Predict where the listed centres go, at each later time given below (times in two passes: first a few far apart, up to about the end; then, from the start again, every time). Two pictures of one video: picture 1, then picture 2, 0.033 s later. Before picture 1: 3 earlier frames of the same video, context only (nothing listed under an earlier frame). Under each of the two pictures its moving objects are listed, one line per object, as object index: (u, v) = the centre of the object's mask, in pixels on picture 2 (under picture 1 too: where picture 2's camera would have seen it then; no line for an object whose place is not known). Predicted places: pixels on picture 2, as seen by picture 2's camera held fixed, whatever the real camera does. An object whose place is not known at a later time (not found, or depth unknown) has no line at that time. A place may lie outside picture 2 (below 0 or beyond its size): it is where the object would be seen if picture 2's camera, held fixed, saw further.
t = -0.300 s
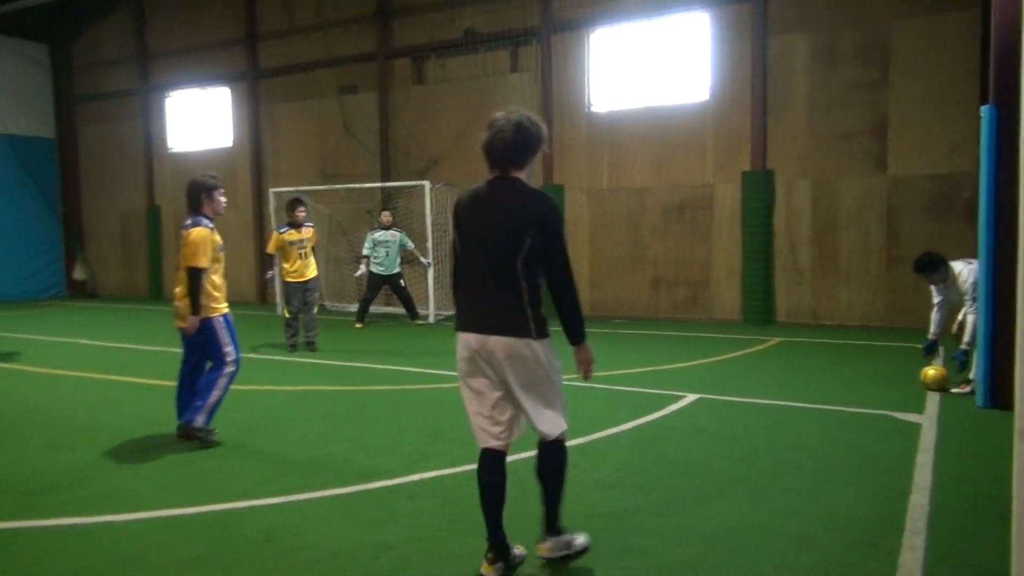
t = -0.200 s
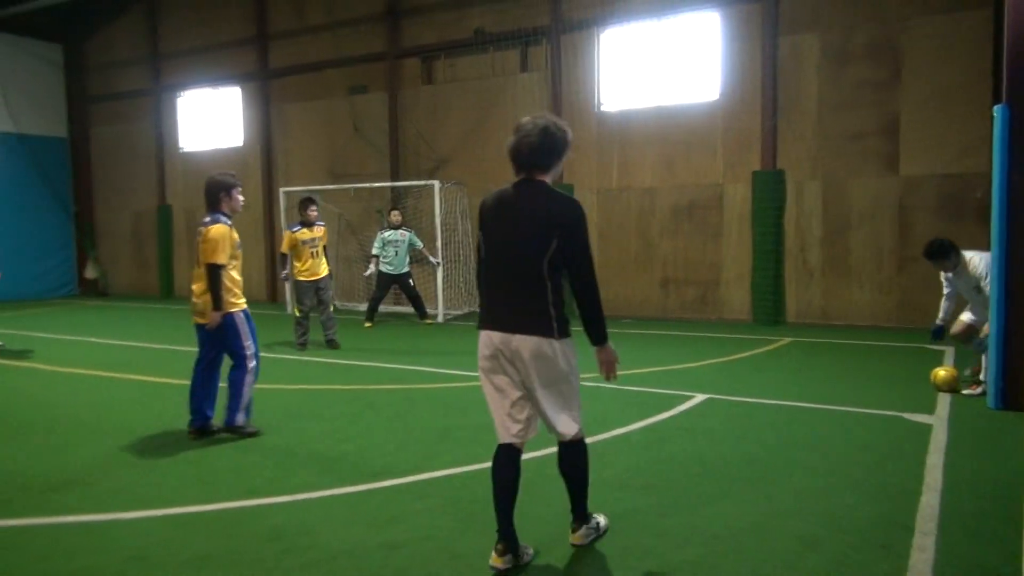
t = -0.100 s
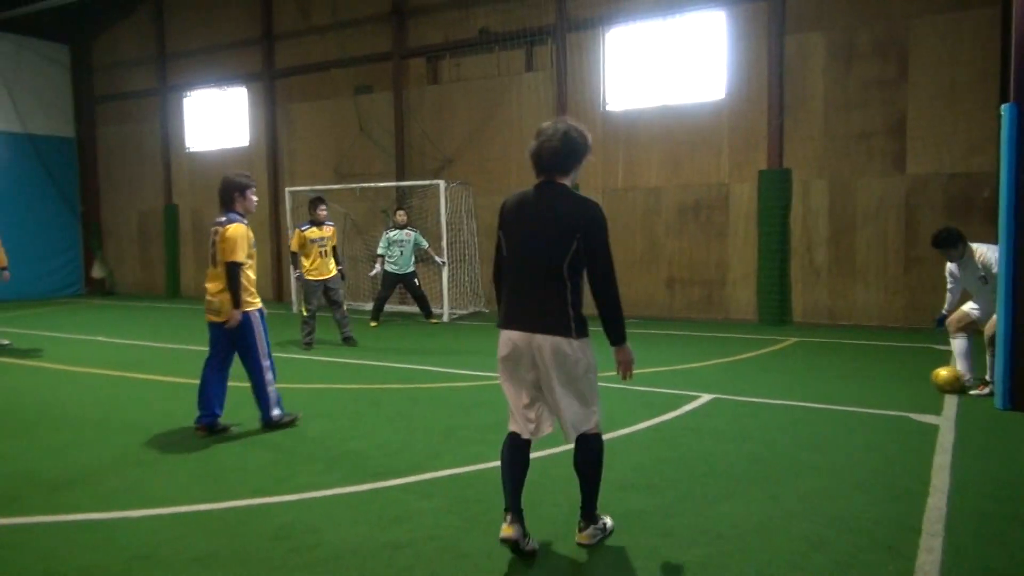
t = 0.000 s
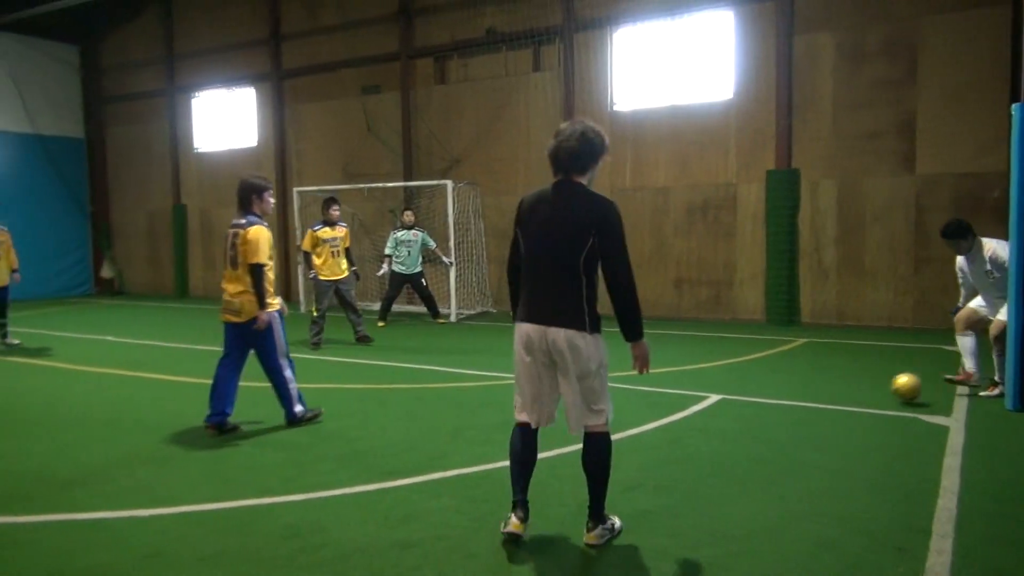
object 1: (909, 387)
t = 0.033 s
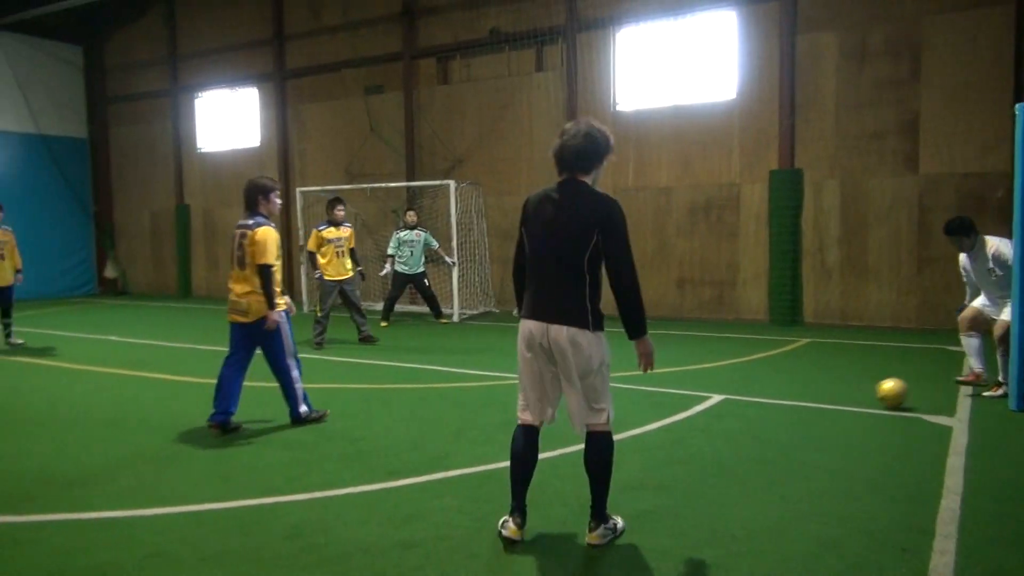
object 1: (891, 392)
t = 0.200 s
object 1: (804, 411)
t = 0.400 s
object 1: (697, 434)
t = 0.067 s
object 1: (873, 398)
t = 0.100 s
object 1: (856, 399)
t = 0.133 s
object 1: (840, 402)
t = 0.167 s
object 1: (822, 405)
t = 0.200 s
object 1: (804, 411)
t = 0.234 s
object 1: (786, 415)
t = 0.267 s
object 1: (768, 419)
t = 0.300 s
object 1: (750, 424)
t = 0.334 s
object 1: (732, 427)
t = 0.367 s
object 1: (714, 432)
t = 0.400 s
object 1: (697, 434)
